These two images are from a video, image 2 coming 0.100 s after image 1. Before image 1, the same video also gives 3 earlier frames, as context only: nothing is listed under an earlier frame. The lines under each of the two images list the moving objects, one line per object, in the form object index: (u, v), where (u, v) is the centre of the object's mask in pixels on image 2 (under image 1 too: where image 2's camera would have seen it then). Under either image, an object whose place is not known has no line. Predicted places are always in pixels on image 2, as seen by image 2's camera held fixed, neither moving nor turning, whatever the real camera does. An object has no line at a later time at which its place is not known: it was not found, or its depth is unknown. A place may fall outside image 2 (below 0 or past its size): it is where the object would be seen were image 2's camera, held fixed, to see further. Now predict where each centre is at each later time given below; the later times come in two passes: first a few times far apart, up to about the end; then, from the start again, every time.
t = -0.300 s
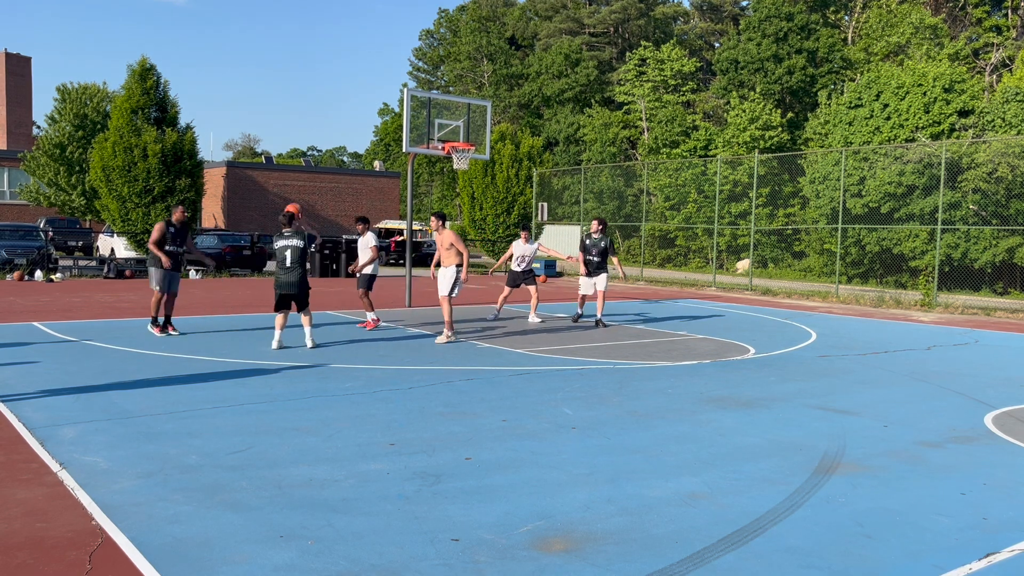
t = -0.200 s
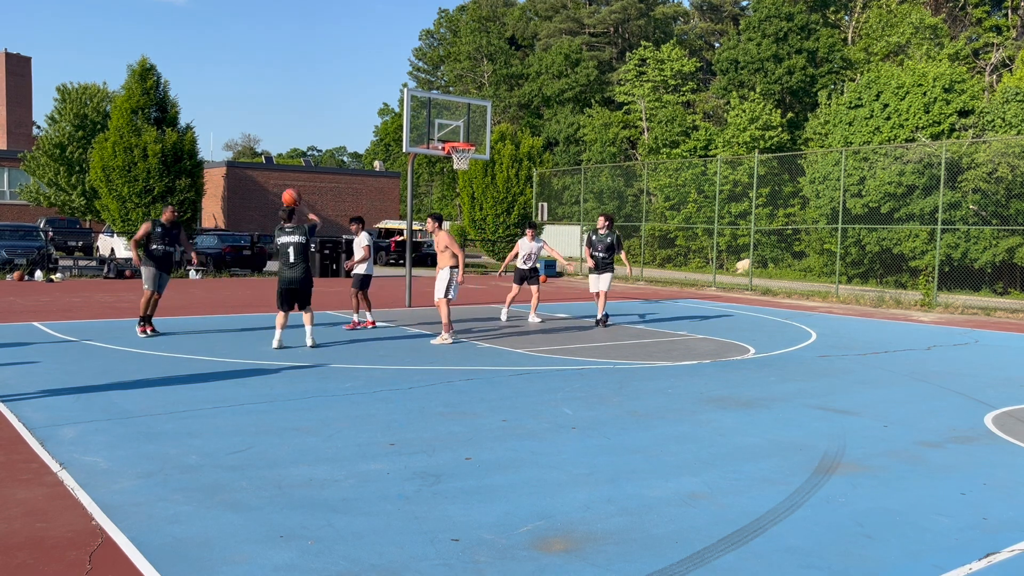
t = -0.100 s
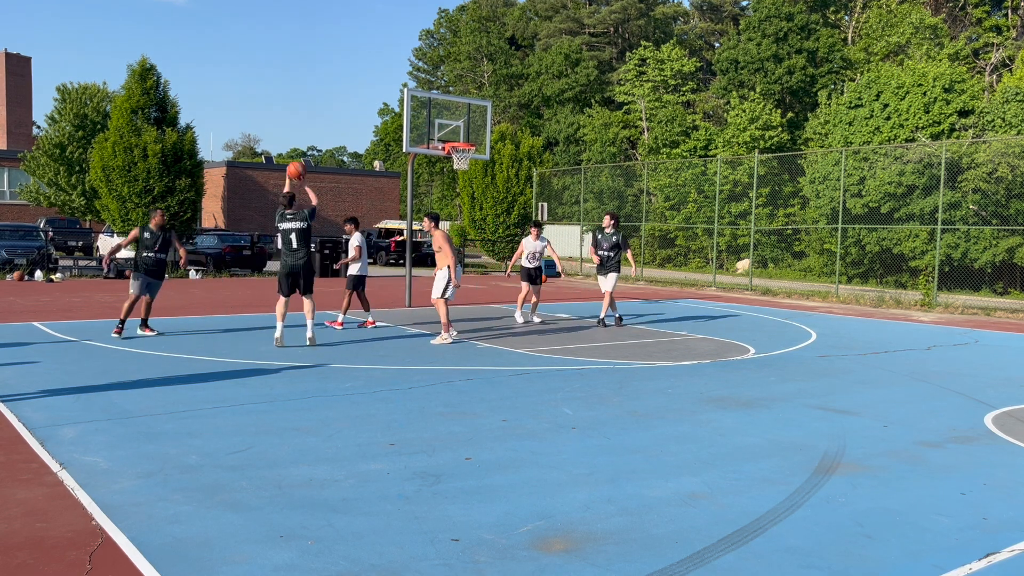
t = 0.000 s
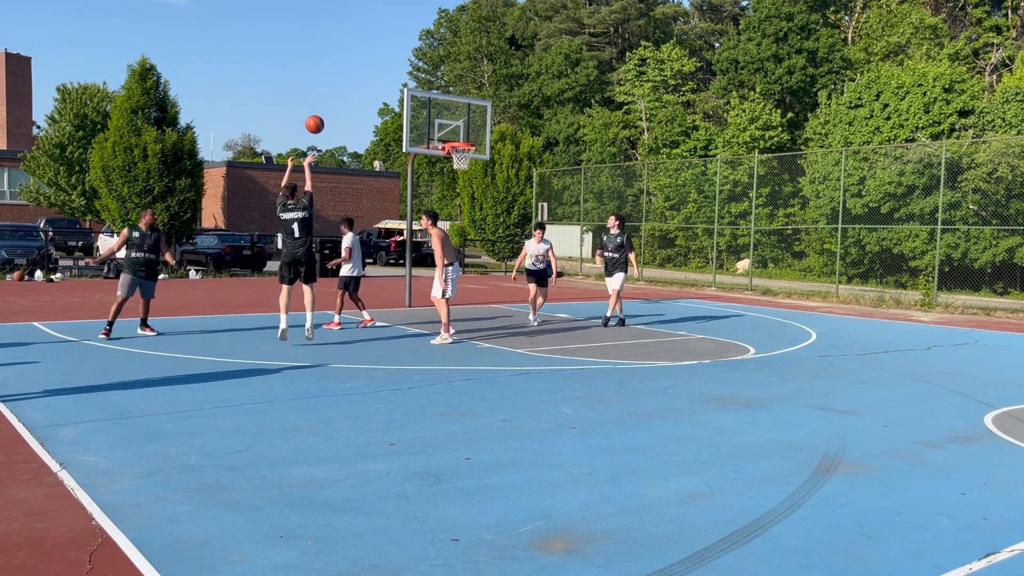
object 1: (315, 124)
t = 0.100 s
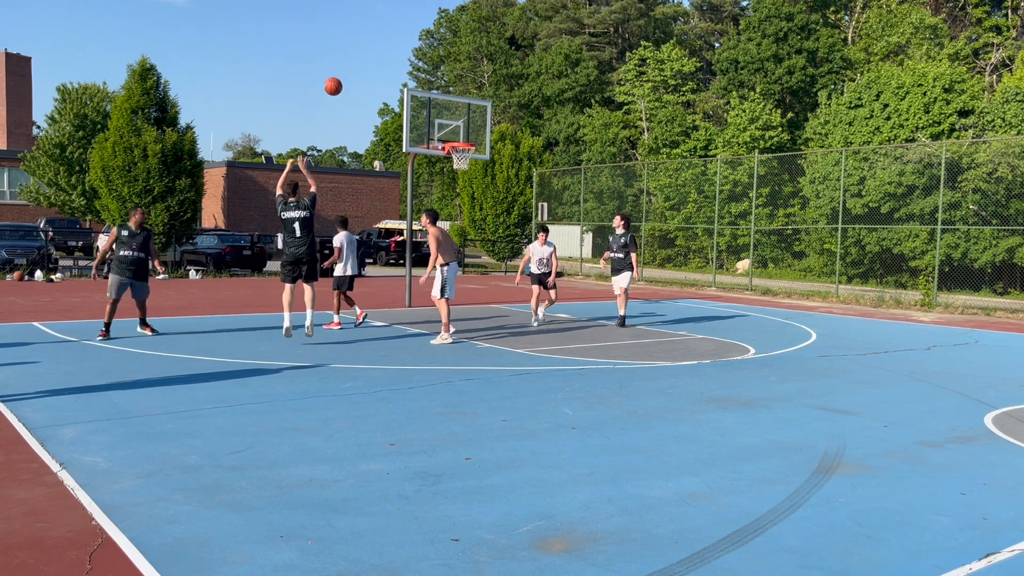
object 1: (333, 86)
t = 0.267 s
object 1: (361, 43)
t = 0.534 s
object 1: (401, 21)
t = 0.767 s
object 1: (429, 41)
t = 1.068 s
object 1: (460, 109)
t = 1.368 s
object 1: (485, 108)
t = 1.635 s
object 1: (506, 102)
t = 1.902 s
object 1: (525, 134)
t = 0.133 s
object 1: (339, 76)
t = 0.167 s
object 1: (345, 66)
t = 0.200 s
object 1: (350, 58)
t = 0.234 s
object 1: (356, 50)
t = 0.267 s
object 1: (361, 43)
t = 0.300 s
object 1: (367, 38)
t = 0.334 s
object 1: (372, 33)
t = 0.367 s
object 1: (377, 29)
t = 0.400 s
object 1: (382, 26)
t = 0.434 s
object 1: (387, 23)
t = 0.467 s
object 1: (392, 22)
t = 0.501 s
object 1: (396, 21)
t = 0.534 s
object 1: (401, 21)
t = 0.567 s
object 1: (405, 22)
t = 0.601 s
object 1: (410, 24)
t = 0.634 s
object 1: (414, 26)
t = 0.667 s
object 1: (418, 29)
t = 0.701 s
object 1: (422, 32)
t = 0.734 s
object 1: (426, 36)
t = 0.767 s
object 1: (429, 41)
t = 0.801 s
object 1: (433, 47)
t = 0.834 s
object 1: (437, 53)
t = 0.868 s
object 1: (440, 59)
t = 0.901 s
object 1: (444, 67)
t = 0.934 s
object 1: (447, 74)
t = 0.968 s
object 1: (450, 82)
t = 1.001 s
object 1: (454, 91)
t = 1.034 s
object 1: (458, 100)
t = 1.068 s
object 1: (460, 109)
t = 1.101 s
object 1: (463, 120)
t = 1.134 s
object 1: (466, 130)
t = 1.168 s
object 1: (469, 139)
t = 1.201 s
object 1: (471, 133)
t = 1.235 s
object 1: (475, 126)
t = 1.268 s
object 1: (477, 120)
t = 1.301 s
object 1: (480, 115)
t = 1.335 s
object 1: (483, 111)
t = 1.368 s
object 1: (485, 108)
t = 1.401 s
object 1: (488, 104)
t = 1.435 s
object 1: (491, 102)
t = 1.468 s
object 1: (493, 100)
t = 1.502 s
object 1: (496, 100)
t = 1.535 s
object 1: (498, 100)
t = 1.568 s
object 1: (501, 100)
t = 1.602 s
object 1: (503, 100)
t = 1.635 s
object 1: (506, 102)
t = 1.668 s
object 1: (508, 104)
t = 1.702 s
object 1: (510, 107)
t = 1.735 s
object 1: (513, 110)
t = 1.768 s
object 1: (515, 114)
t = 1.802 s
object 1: (518, 118)
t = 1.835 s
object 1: (520, 123)
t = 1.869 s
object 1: (522, 129)
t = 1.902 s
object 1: (525, 134)
